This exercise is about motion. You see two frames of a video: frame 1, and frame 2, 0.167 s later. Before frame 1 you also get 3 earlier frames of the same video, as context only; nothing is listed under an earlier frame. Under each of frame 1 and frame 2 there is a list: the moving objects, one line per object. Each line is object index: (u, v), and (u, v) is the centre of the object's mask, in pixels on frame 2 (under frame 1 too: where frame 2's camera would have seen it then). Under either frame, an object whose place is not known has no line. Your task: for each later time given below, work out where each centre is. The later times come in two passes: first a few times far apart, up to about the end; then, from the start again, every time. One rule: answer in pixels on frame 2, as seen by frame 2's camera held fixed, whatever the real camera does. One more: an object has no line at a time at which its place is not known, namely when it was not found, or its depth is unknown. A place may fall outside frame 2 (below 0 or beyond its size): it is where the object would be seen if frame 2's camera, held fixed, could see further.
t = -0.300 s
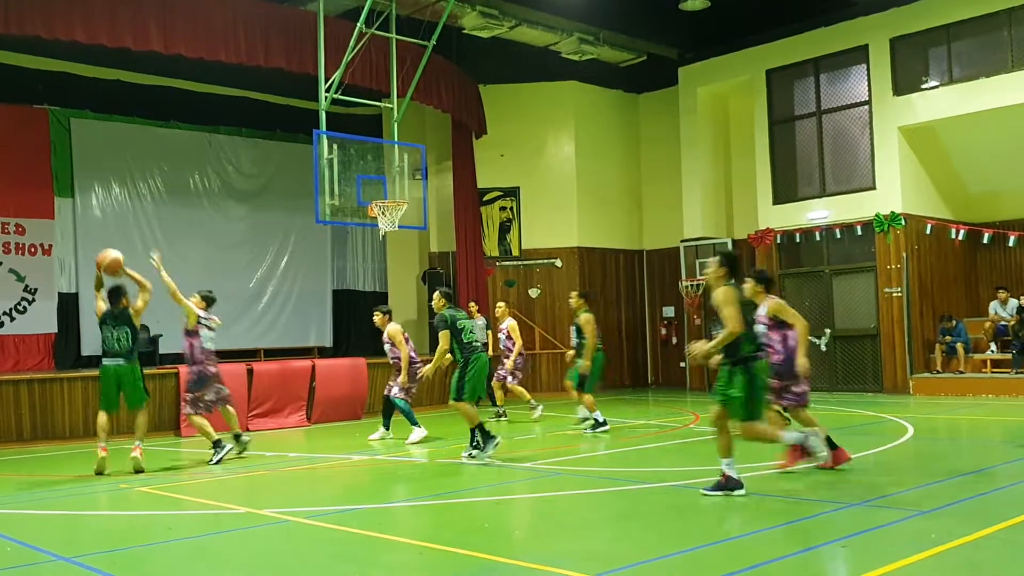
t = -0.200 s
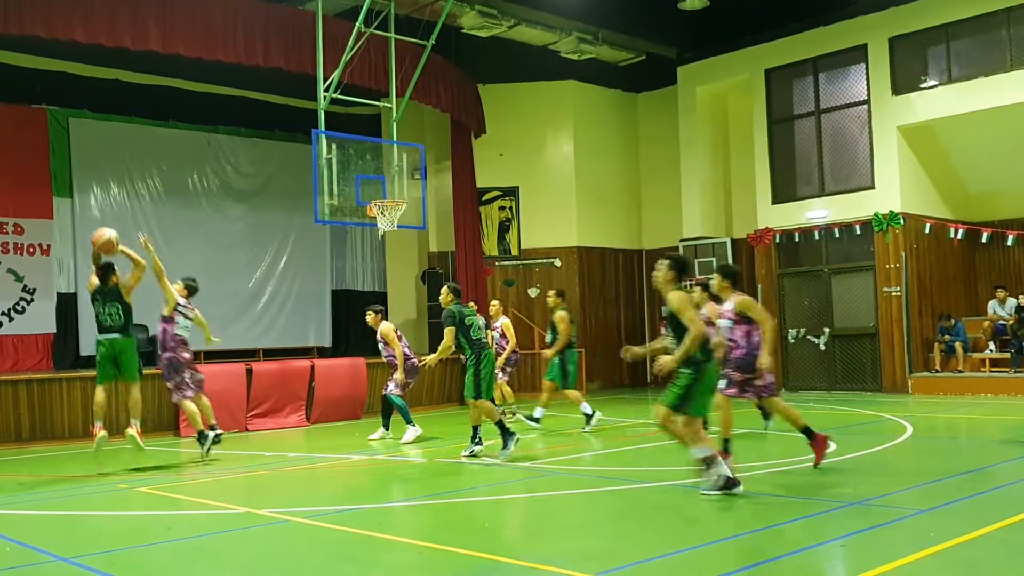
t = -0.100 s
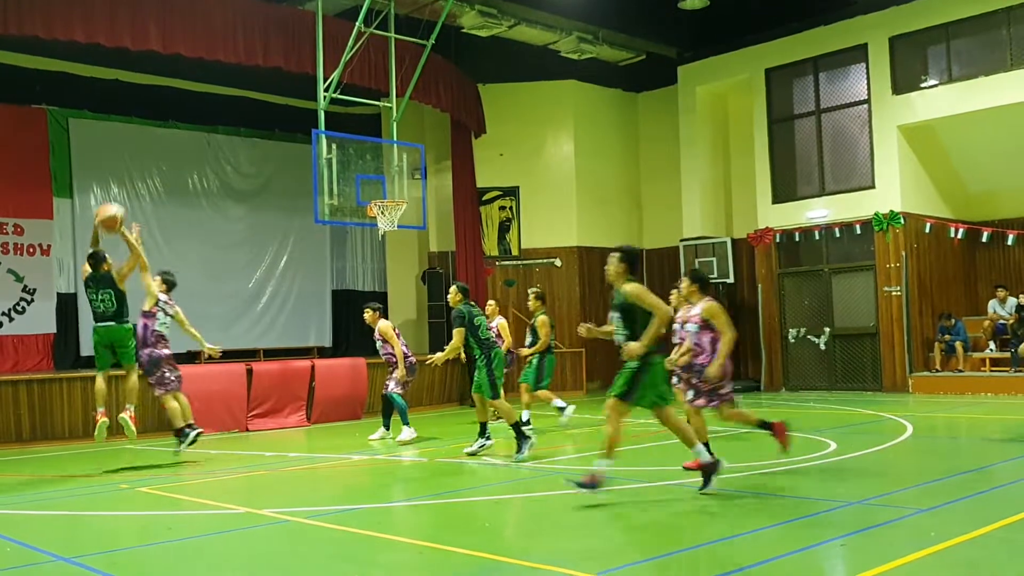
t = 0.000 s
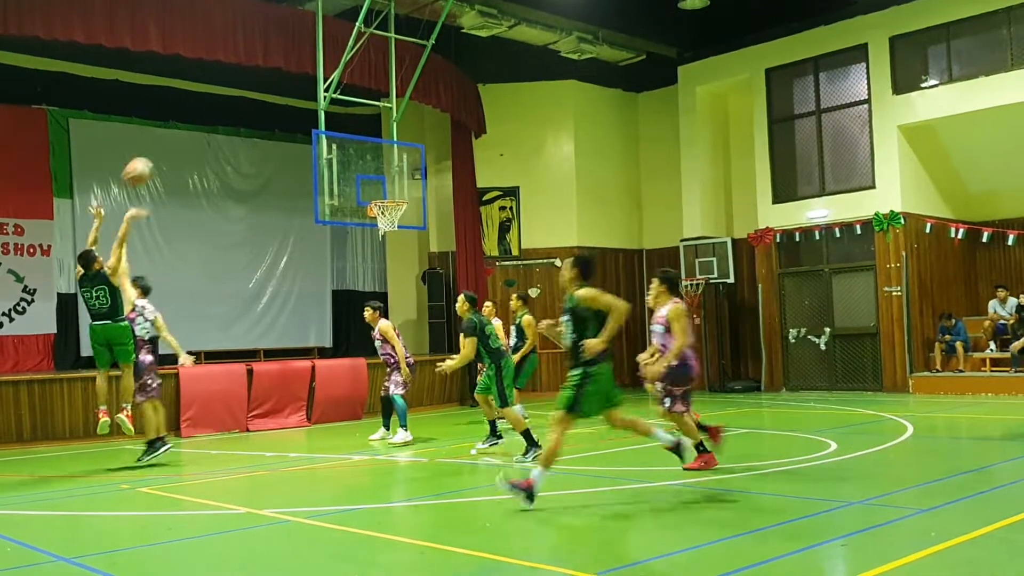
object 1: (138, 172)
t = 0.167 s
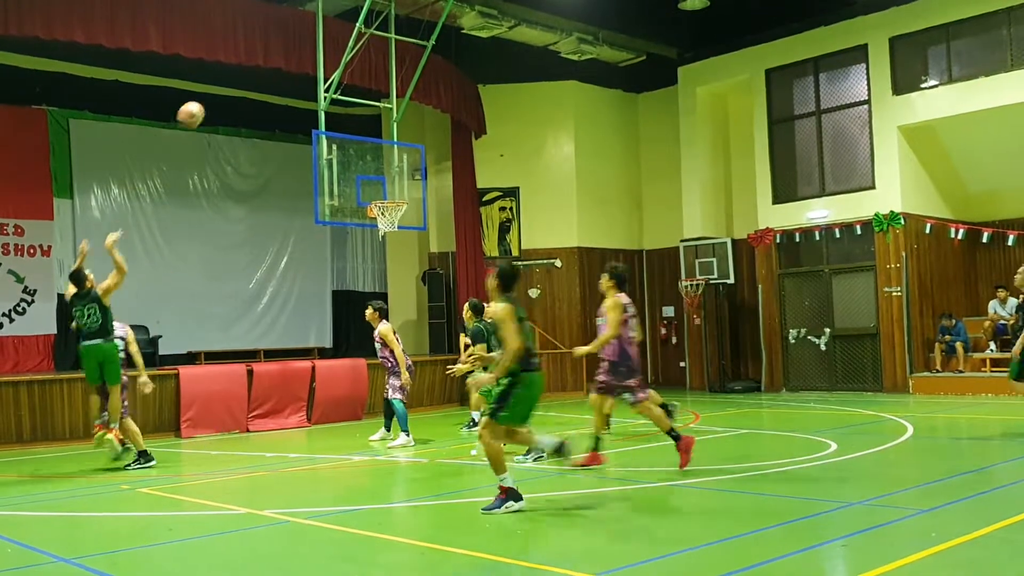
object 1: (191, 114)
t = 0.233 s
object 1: (210, 100)
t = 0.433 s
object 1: (264, 82)
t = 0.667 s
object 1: (319, 104)
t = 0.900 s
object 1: (369, 162)
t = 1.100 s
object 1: (401, 216)
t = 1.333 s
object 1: (388, 229)
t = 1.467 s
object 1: (380, 248)
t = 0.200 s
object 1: (201, 106)
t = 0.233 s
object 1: (210, 100)
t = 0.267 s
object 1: (219, 94)
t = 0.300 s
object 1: (229, 90)
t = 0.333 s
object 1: (238, 87)
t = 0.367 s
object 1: (247, 83)
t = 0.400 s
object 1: (256, 82)
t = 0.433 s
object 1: (264, 82)
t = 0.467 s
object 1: (272, 83)
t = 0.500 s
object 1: (281, 84)
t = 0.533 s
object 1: (288, 86)
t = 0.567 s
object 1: (296, 89)
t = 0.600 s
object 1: (303, 92)
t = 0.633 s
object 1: (311, 97)
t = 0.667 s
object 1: (319, 104)
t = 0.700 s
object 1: (327, 111)
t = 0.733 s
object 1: (335, 117)
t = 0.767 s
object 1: (342, 124)
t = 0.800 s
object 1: (349, 134)
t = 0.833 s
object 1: (355, 142)
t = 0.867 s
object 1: (362, 152)
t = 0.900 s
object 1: (369, 162)
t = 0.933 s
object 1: (375, 173)
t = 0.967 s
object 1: (382, 185)
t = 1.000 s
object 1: (389, 195)
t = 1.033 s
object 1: (397, 210)
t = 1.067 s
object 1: (400, 215)
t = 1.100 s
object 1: (401, 216)
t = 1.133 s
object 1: (400, 216)
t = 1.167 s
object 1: (396, 219)
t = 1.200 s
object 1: (395, 220)
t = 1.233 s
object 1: (394, 221)
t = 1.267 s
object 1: (391, 224)
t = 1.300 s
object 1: (390, 226)
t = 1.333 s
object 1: (388, 229)
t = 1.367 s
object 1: (384, 233)
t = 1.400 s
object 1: (383, 237)
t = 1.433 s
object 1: (382, 241)
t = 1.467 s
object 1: (380, 248)
